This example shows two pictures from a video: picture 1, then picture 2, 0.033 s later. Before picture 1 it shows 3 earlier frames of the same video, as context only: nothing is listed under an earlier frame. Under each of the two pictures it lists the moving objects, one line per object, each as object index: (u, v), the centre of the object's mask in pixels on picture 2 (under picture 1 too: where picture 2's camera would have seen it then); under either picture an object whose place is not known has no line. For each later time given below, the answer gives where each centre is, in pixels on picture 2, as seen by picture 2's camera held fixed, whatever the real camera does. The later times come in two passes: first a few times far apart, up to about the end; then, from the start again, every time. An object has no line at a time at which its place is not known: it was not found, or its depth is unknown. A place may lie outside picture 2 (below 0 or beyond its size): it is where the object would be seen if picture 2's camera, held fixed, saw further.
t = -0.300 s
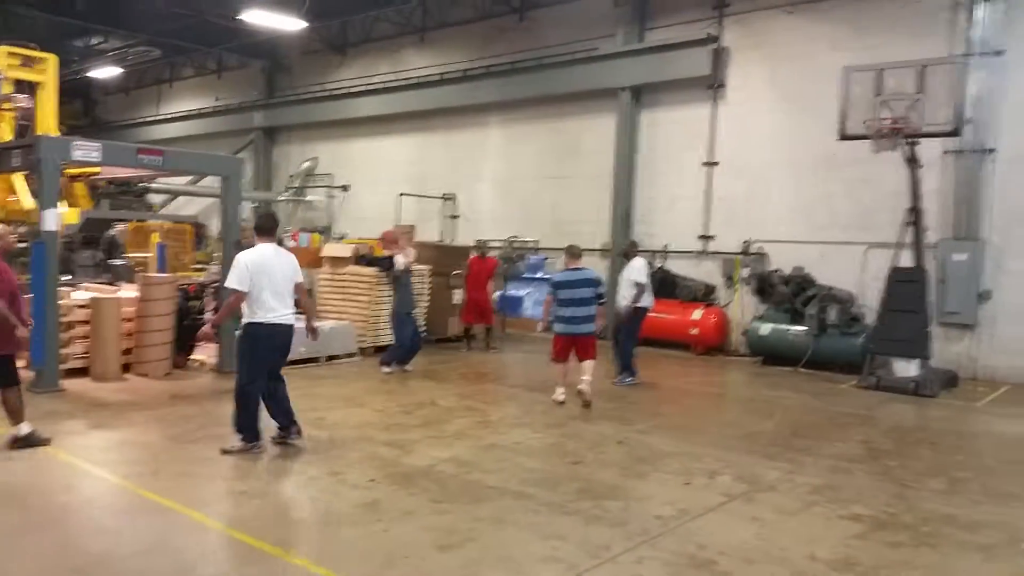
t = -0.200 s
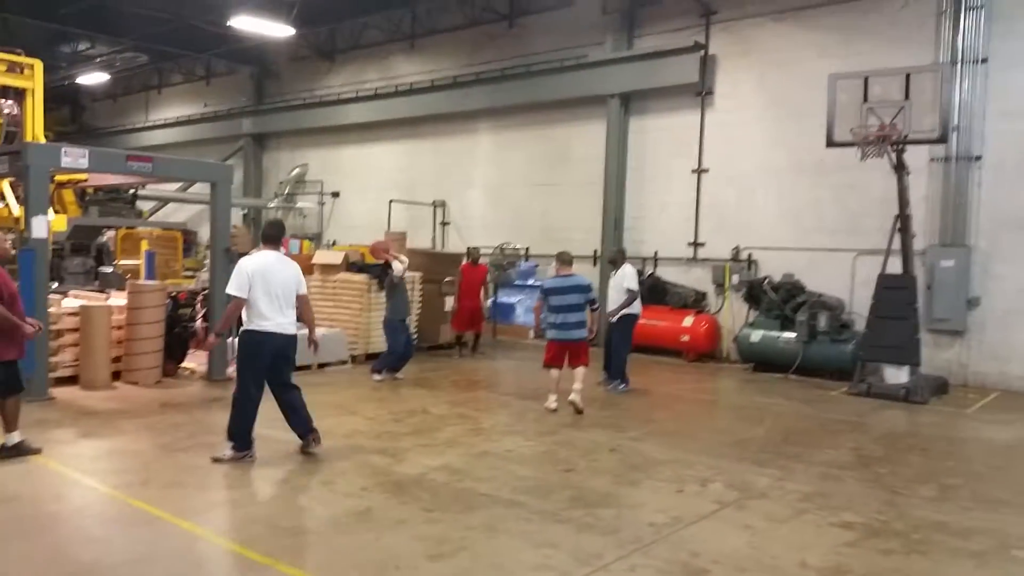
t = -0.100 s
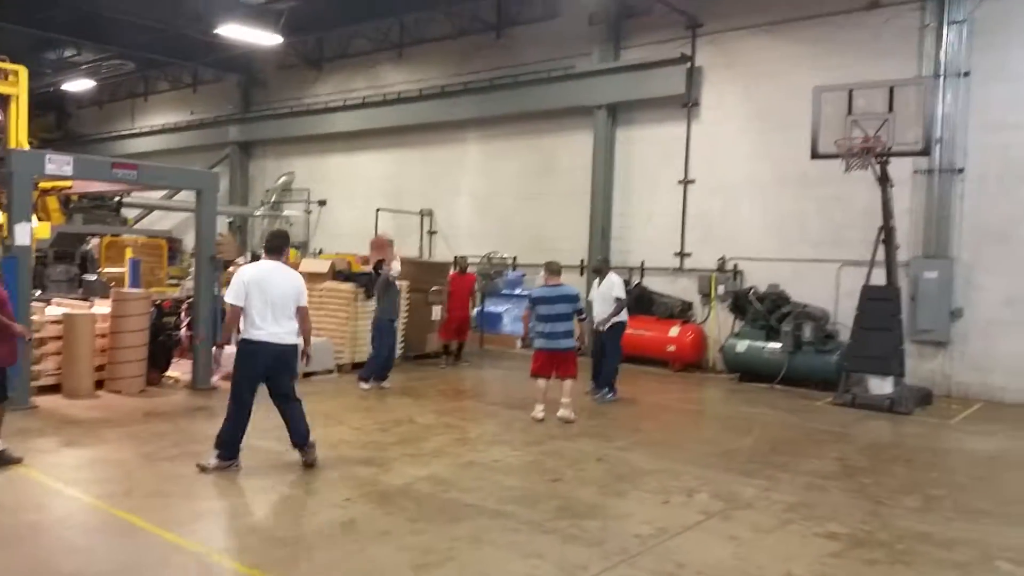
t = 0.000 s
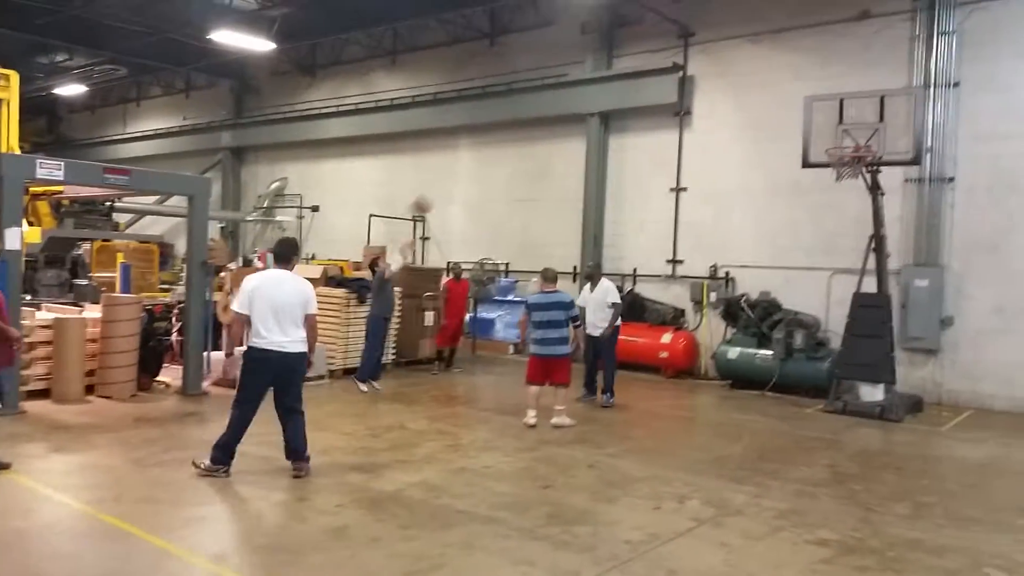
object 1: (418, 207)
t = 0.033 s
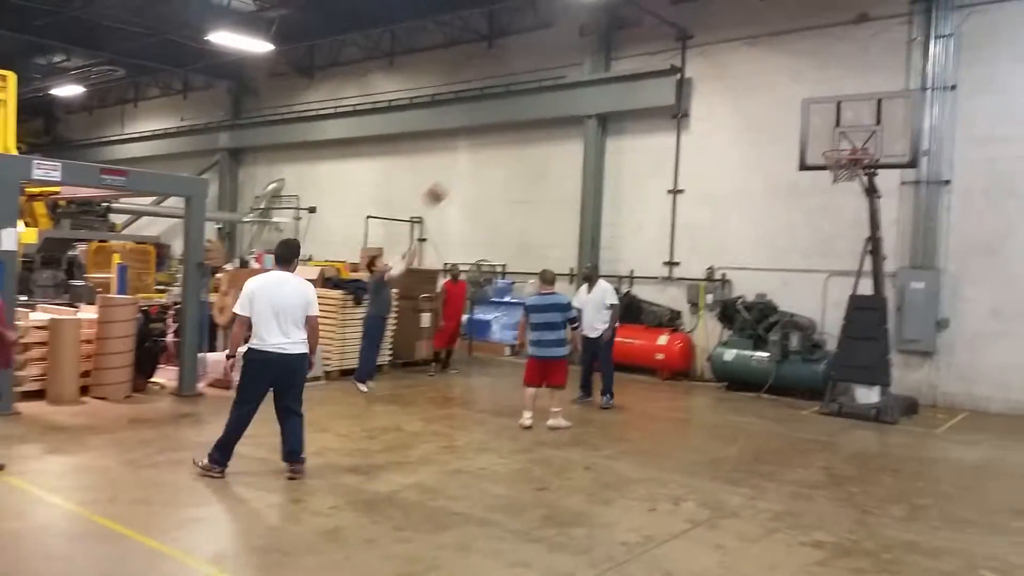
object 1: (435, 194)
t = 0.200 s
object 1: (524, 139)
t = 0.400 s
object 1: (628, 103)
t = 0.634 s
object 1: (749, 103)
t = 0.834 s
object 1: (795, 134)
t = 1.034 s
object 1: (800, 197)
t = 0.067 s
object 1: (452, 182)
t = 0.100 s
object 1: (470, 171)
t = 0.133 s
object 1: (487, 160)
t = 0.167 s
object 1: (505, 151)
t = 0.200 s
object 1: (524, 139)
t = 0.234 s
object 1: (541, 130)
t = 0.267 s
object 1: (559, 123)
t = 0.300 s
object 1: (577, 115)
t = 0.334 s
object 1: (594, 112)
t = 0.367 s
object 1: (611, 106)
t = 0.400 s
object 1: (628, 103)
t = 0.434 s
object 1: (646, 101)
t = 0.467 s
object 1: (663, 100)
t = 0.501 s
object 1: (681, 99)
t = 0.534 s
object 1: (698, 98)
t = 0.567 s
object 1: (715, 99)
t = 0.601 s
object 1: (732, 101)
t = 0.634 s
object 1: (749, 103)
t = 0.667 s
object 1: (766, 107)
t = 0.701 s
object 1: (782, 112)
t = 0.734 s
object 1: (794, 117)
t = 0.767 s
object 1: (793, 122)
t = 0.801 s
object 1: (794, 127)
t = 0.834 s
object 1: (795, 134)
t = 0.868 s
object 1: (796, 142)
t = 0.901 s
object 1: (797, 150)
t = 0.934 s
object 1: (798, 160)
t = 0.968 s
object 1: (799, 170)
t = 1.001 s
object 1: (799, 184)
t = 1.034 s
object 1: (800, 197)
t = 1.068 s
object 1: (801, 212)
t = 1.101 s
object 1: (802, 228)
